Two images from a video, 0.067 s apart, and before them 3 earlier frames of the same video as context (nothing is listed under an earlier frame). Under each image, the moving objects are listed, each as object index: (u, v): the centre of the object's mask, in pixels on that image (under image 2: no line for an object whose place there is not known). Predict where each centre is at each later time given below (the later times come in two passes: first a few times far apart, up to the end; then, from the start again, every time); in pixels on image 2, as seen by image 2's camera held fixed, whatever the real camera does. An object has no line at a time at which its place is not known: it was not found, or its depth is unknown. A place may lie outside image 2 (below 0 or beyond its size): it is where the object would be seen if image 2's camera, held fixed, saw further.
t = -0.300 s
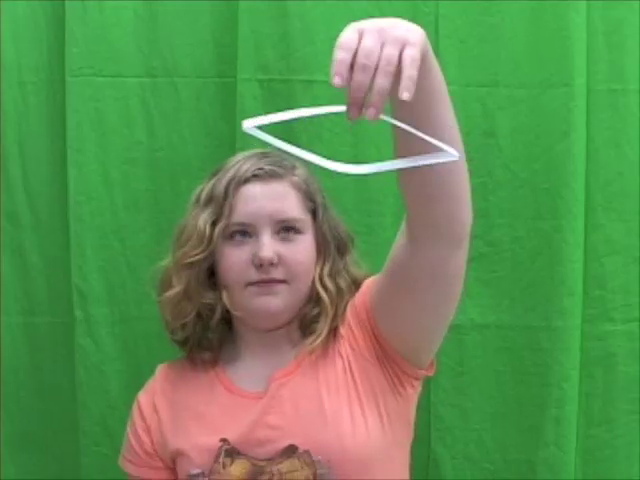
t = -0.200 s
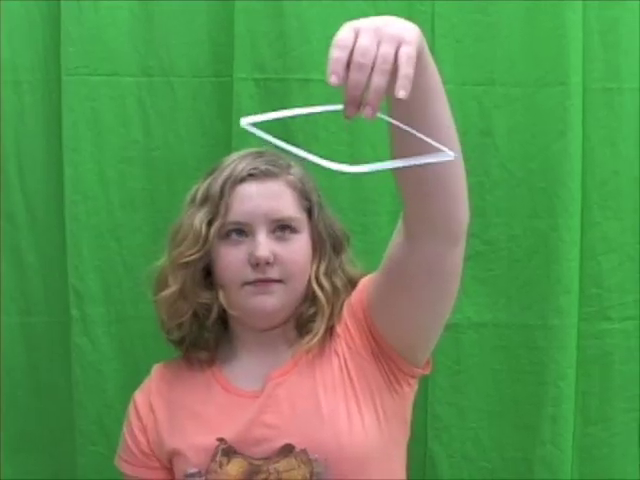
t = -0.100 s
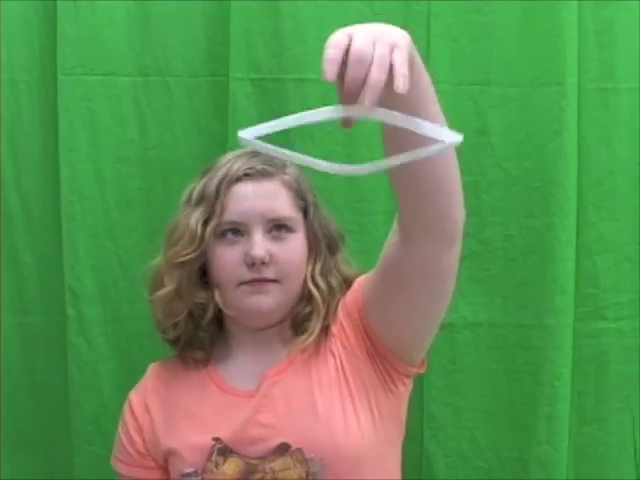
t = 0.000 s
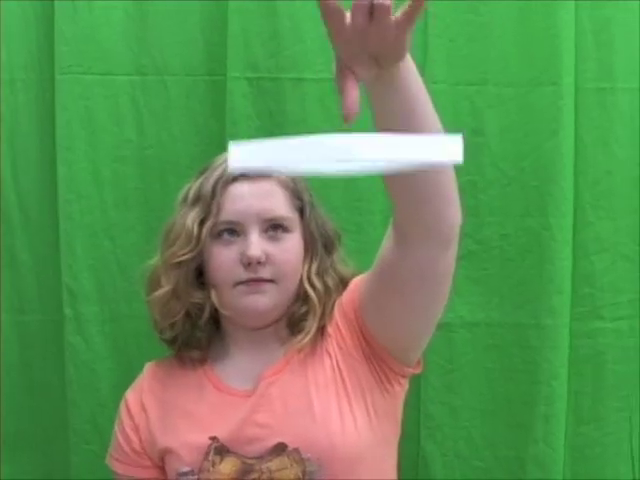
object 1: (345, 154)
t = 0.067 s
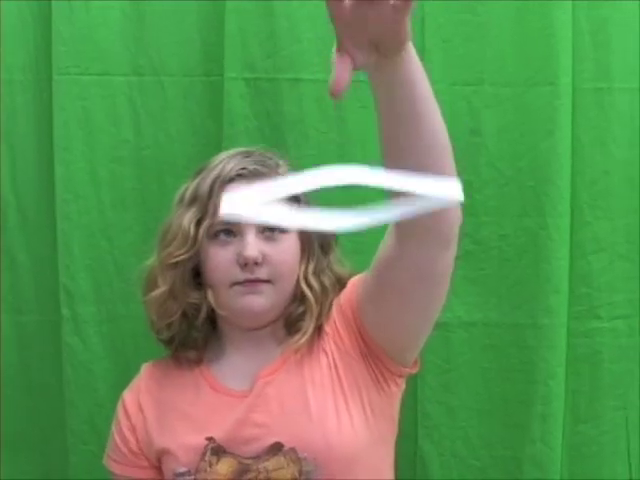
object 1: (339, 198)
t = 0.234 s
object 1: (330, 256)
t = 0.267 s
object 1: (327, 265)
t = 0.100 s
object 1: (340, 217)
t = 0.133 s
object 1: (338, 223)
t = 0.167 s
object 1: (334, 231)
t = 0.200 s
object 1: (332, 246)
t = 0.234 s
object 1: (330, 256)
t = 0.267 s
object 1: (327, 265)
